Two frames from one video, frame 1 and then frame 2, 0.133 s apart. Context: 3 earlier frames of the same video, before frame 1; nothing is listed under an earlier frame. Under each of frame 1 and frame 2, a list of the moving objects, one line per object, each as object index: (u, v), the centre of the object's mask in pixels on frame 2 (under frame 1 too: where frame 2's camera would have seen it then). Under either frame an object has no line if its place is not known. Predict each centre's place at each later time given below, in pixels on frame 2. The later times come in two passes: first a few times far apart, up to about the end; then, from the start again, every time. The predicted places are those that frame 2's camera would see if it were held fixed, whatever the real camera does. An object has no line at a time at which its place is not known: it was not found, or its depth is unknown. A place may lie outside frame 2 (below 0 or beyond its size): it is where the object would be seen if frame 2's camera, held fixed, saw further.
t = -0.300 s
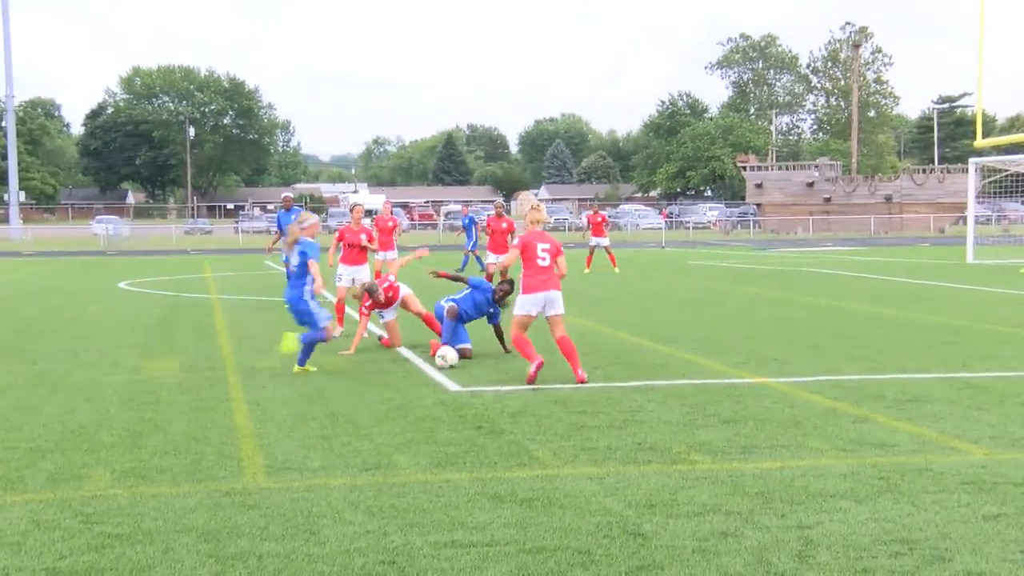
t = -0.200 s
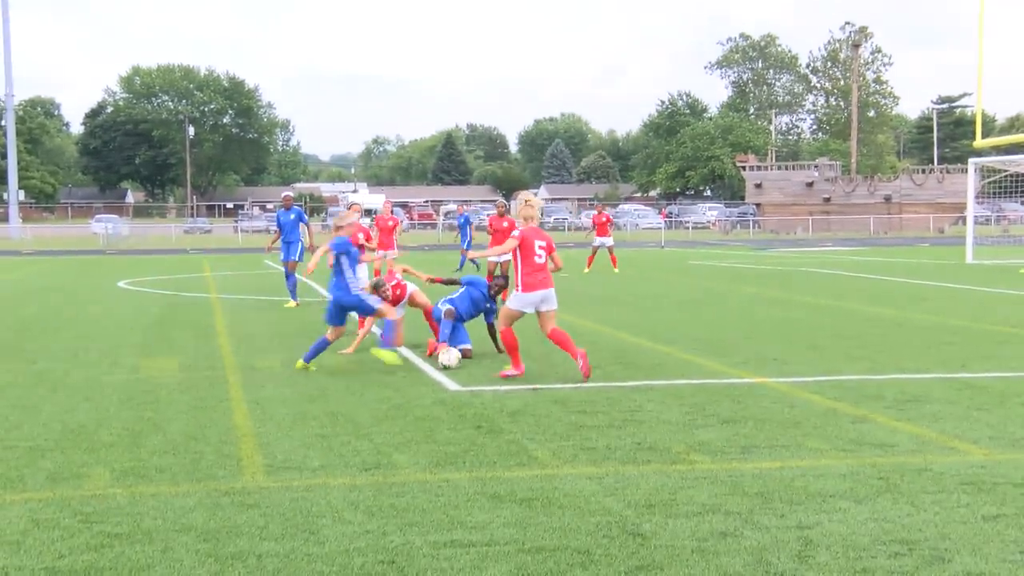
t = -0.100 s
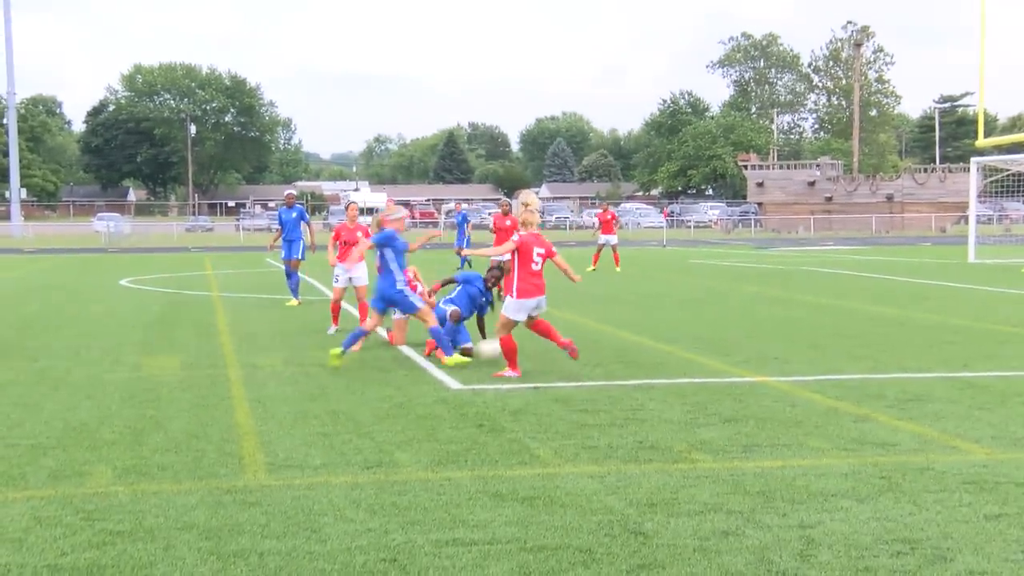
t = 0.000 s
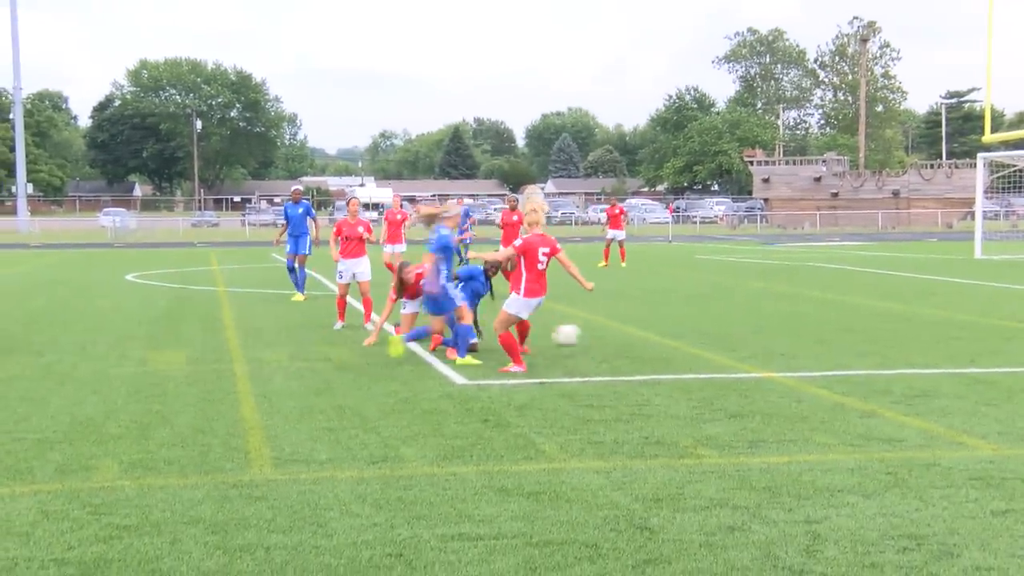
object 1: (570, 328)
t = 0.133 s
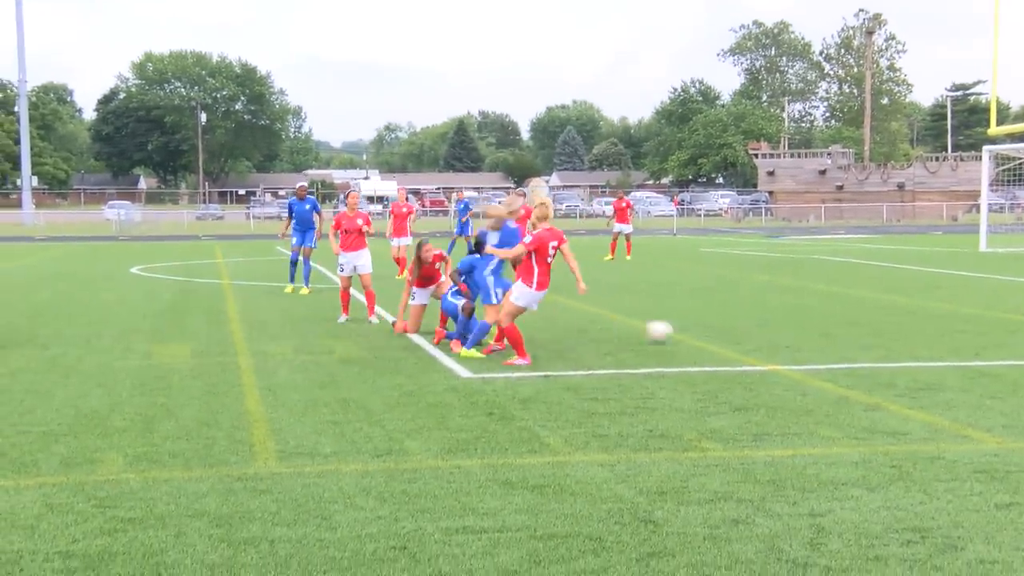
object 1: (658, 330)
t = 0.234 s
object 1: (710, 326)
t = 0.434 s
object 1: (793, 326)
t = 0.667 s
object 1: (866, 320)
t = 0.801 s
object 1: (904, 319)
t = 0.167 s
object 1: (678, 332)
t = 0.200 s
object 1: (695, 329)
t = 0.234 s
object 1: (710, 326)
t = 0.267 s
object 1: (724, 324)
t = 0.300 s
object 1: (739, 323)
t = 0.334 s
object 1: (753, 322)
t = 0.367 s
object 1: (767, 324)
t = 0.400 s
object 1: (779, 326)
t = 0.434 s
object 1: (793, 326)
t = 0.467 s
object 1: (804, 324)
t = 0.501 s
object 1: (815, 323)
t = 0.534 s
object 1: (826, 323)
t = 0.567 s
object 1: (836, 323)
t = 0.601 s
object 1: (845, 323)
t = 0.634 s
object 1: (855, 321)
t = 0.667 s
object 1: (866, 320)
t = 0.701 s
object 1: (876, 321)
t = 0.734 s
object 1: (885, 321)
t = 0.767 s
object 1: (894, 320)
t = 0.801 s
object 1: (904, 319)
